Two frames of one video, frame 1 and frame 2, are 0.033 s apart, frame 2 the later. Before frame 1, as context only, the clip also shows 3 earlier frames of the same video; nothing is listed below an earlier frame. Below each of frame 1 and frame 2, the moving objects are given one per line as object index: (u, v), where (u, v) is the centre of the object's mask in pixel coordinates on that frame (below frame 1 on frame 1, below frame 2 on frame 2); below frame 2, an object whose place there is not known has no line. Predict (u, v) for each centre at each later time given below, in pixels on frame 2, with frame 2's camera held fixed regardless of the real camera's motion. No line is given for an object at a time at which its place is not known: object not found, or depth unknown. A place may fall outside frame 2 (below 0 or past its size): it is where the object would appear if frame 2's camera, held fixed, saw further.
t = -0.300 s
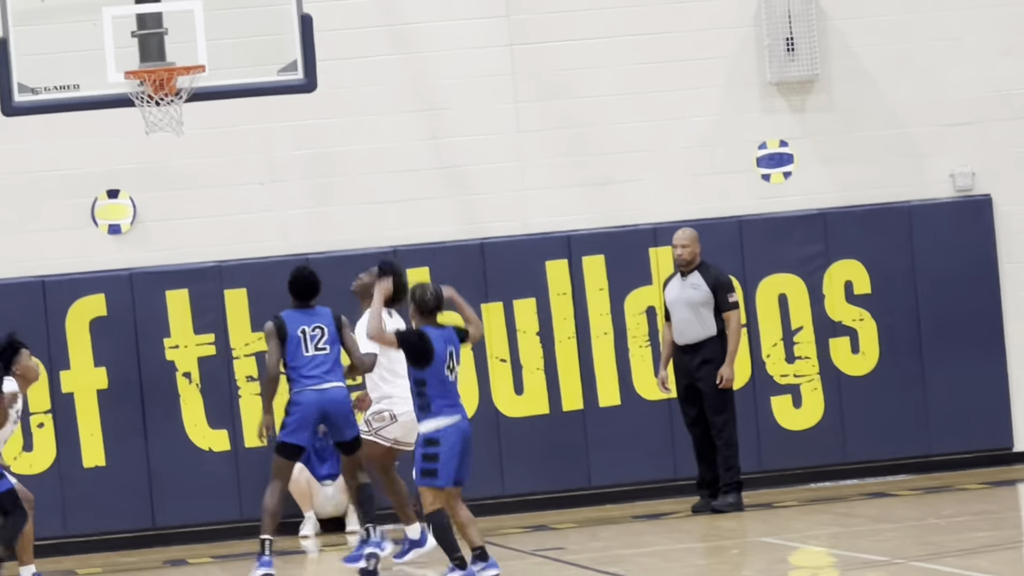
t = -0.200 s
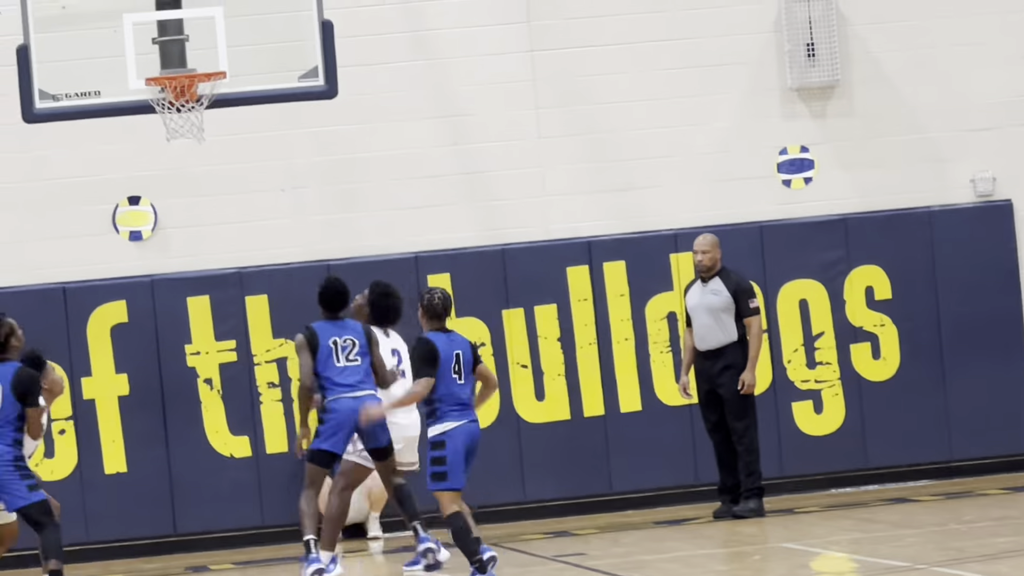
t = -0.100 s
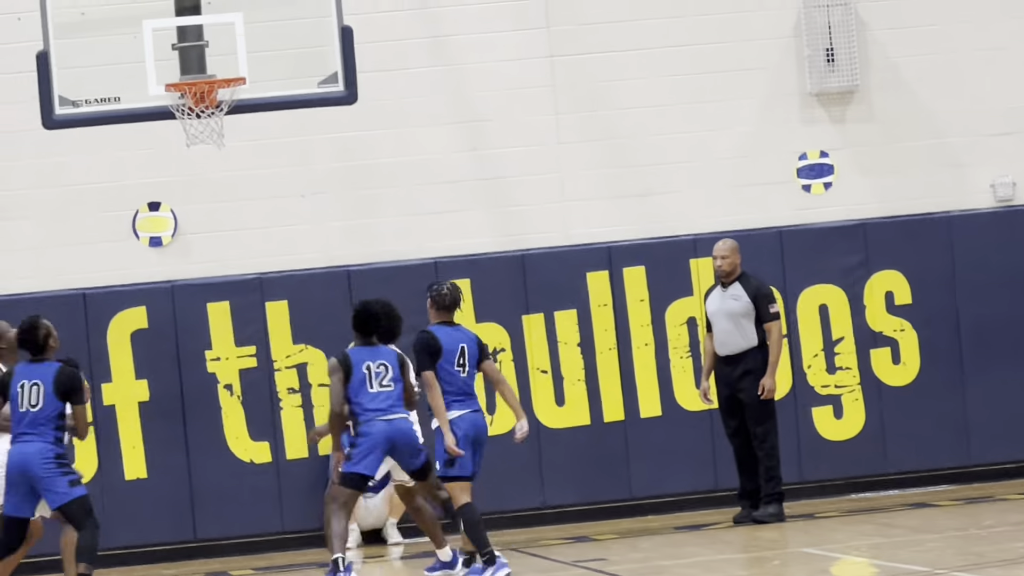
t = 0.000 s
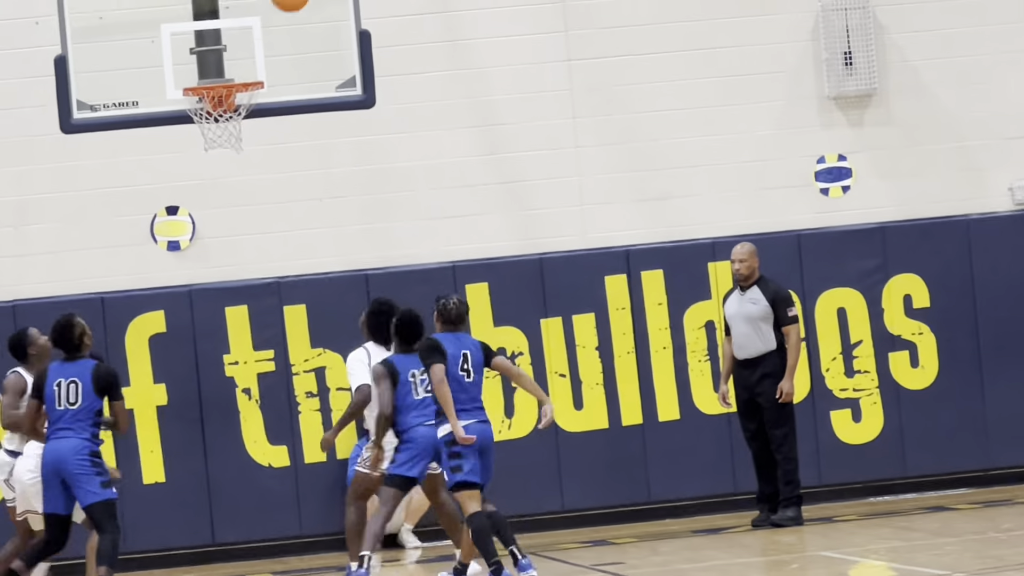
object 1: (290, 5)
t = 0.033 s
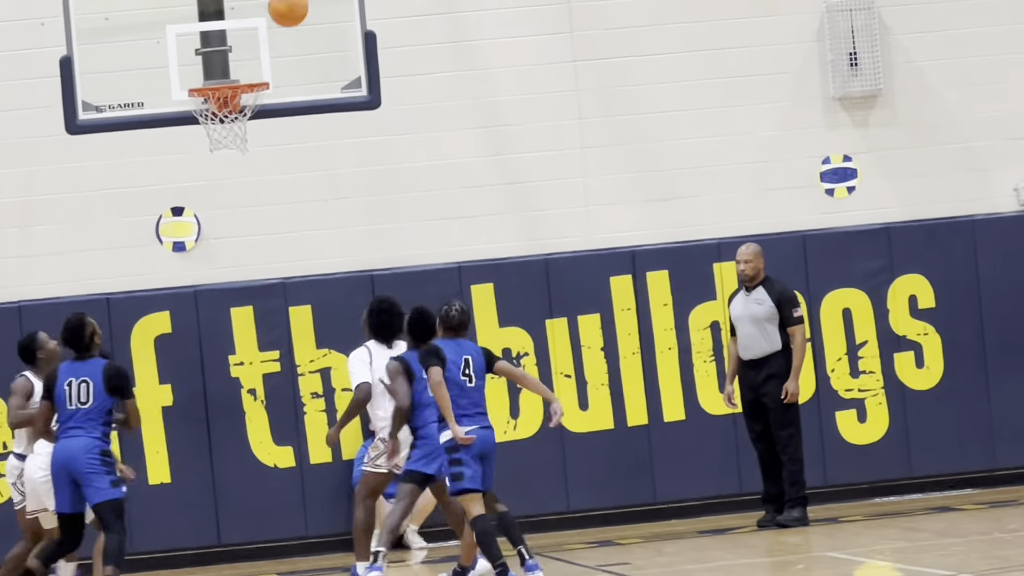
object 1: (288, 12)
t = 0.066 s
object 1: (280, 23)
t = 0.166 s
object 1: (266, 63)
